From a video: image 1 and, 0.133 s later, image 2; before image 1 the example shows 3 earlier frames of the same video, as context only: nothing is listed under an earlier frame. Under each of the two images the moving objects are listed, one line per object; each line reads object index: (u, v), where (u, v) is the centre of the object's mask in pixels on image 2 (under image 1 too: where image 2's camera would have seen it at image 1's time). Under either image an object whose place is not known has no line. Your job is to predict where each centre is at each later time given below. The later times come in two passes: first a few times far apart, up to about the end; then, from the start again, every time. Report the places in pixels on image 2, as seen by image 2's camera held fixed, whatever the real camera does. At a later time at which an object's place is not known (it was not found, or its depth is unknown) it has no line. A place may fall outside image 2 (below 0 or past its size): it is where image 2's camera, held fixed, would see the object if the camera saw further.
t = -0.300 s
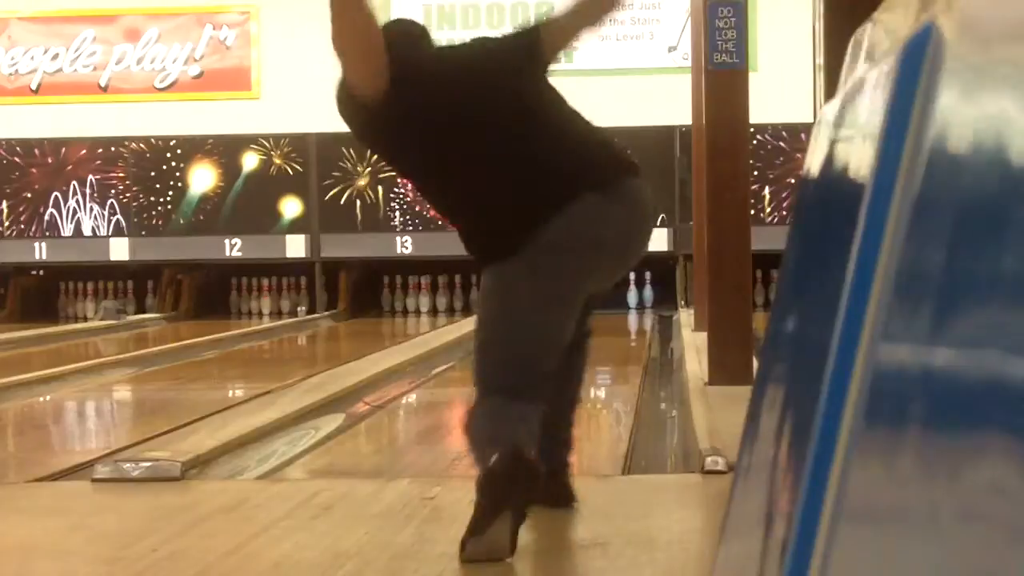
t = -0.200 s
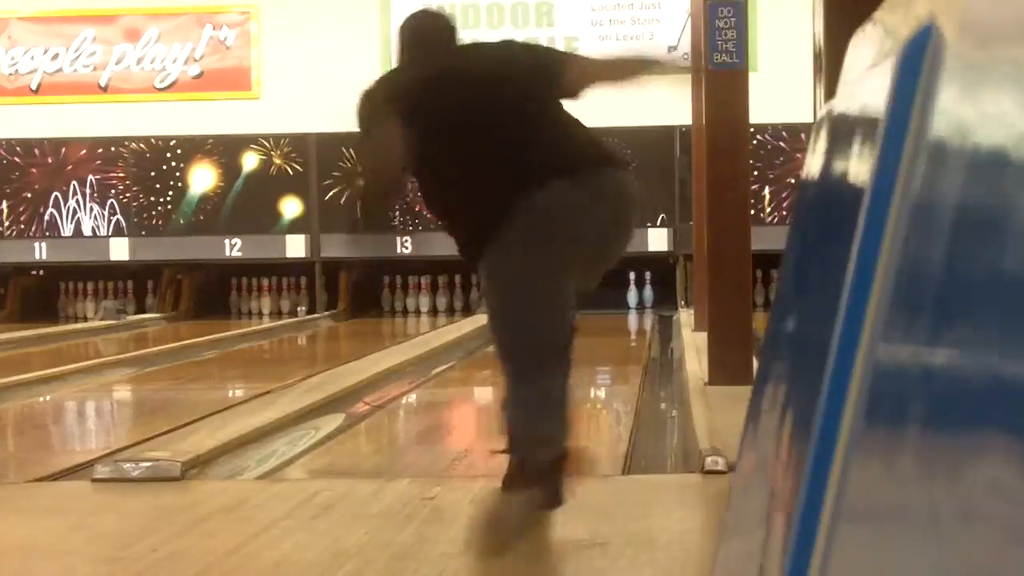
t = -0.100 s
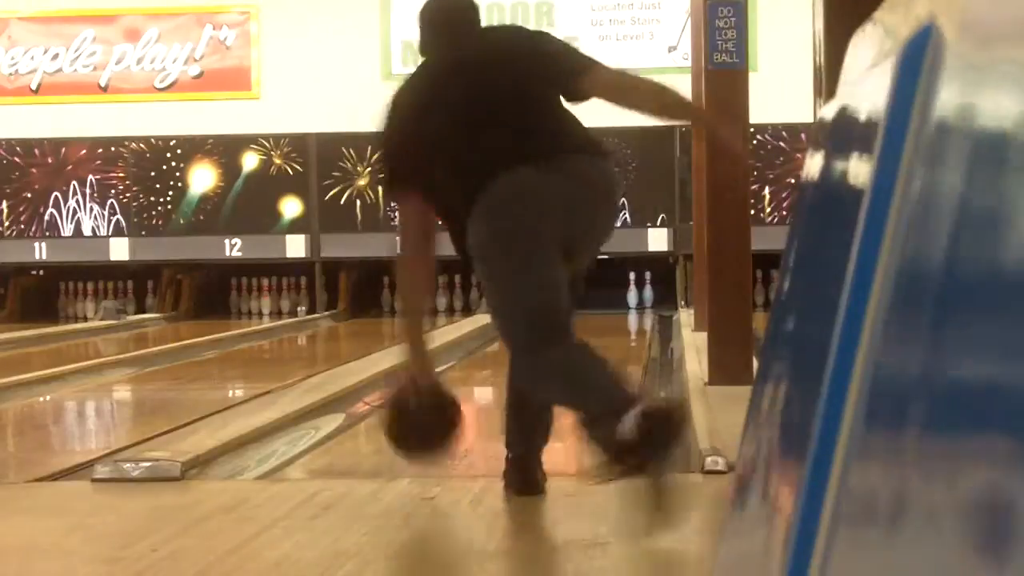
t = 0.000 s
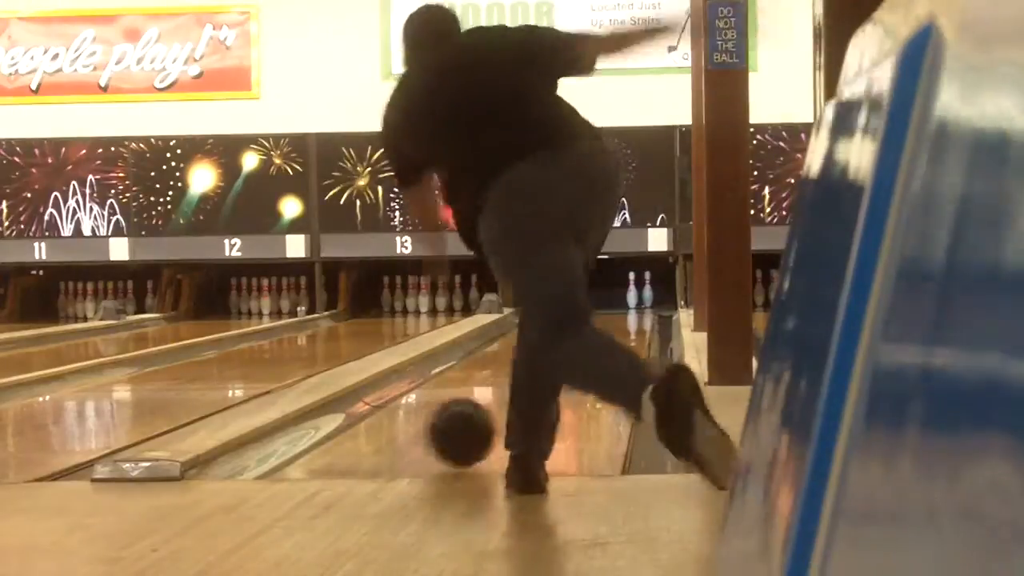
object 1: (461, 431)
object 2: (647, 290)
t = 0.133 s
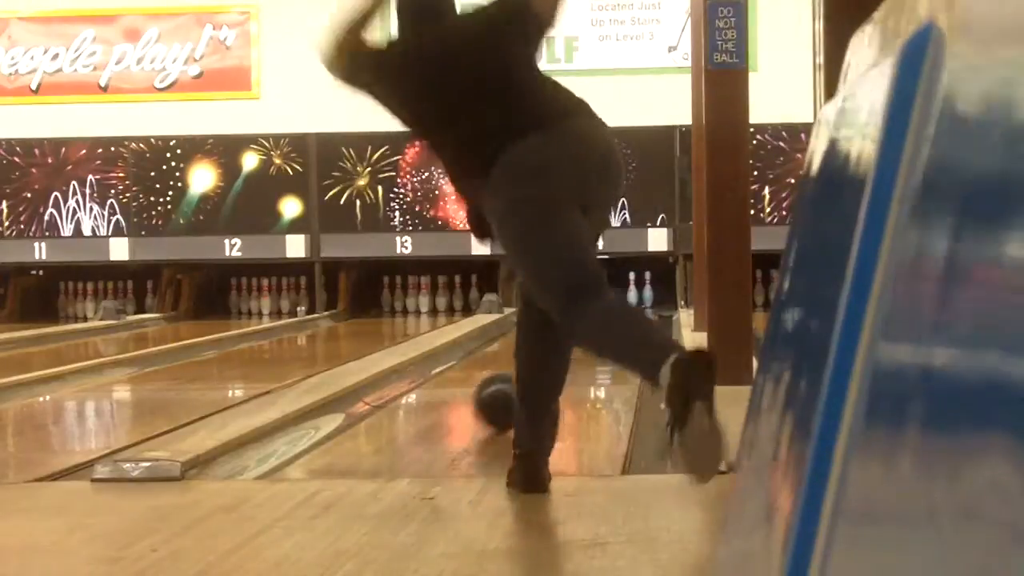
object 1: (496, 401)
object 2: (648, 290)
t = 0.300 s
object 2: (648, 285)
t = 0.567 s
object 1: (573, 346)
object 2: (648, 290)
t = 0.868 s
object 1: (599, 323)
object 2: (648, 290)
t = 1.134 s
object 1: (615, 310)
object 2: (648, 290)
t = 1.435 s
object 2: (648, 290)
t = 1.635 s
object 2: (648, 282)
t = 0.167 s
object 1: (499, 394)
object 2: (648, 289)
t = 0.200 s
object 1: (503, 388)
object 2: (648, 289)
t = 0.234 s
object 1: (506, 384)
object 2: (648, 287)
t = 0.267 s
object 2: (648, 286)
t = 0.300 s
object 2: (648, 285)
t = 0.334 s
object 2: (648, 285)
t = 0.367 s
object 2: (648, 288)
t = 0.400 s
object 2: (648, 290)
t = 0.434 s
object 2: (648, 290)
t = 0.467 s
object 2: (648, 290)
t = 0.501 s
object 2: (648, 290)
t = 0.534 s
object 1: (575, 341)
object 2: (648, 290)
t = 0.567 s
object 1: (573, 346)
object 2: (648, 290)
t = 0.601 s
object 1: (576, 343)
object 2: (648, 290)
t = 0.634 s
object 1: (579, 340)
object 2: (648, 290)
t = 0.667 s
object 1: (582, 339)
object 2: (648, 290)
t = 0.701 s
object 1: (586, 336)
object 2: (648, 290)
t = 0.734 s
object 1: (588, 334)
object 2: (648, 290)
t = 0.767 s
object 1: (592, 330)
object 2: (648, 290)
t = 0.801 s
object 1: (594, 328)
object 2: (648, 290)
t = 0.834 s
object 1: (596, 326)
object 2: (648, 290)
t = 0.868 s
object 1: (599, 323)
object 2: (648, 290)
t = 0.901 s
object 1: (601, 319)
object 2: (648, 290)
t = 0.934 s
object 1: (603, 319)
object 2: (648, 290)
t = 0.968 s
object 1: (605, 317)
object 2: (648, 290)
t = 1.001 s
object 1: (607, 315)
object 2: (648, 290)
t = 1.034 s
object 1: (610, 314)
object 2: (648, 290)
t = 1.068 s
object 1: (612, 312)
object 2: (648, 290)
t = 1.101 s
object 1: (614, 311)
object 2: (648, 290)
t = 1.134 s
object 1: (615, 310)
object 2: (648, 290)
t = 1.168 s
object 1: (617, 308)
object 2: (648, 290)
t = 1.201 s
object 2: (648, 290)
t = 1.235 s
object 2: (648, 290)
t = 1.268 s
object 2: (648, 290)
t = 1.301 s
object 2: (648, 290)
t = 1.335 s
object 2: (648, 290)
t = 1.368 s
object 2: (648, 290)
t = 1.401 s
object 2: (648, 290)
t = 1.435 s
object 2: (648, 290)
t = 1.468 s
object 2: (648, 290)
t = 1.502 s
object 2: (648, 289)
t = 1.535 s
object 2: (648, 289)
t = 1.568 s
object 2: (649, 288)
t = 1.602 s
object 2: (649, 288)
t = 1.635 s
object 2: (648, 282)
